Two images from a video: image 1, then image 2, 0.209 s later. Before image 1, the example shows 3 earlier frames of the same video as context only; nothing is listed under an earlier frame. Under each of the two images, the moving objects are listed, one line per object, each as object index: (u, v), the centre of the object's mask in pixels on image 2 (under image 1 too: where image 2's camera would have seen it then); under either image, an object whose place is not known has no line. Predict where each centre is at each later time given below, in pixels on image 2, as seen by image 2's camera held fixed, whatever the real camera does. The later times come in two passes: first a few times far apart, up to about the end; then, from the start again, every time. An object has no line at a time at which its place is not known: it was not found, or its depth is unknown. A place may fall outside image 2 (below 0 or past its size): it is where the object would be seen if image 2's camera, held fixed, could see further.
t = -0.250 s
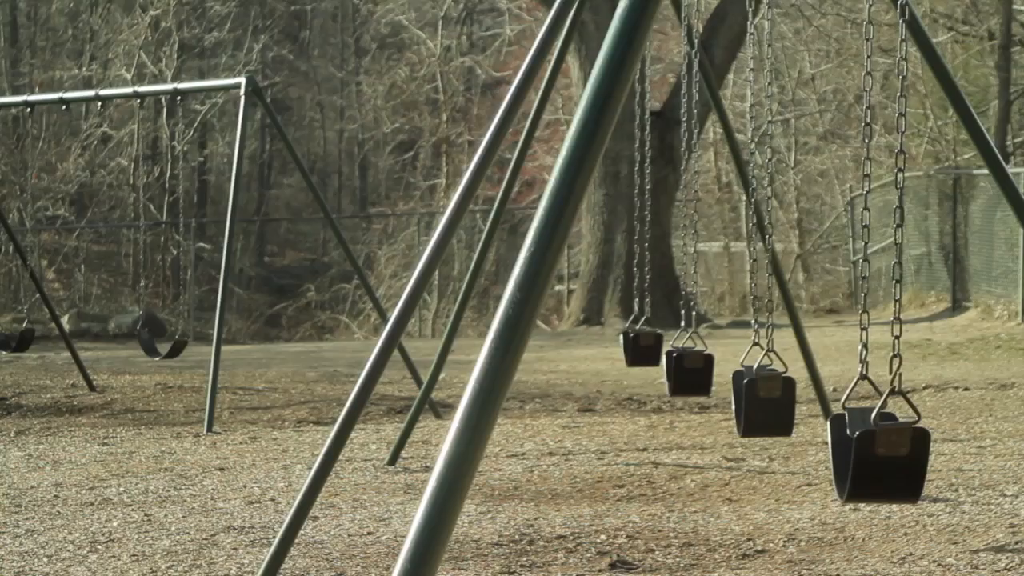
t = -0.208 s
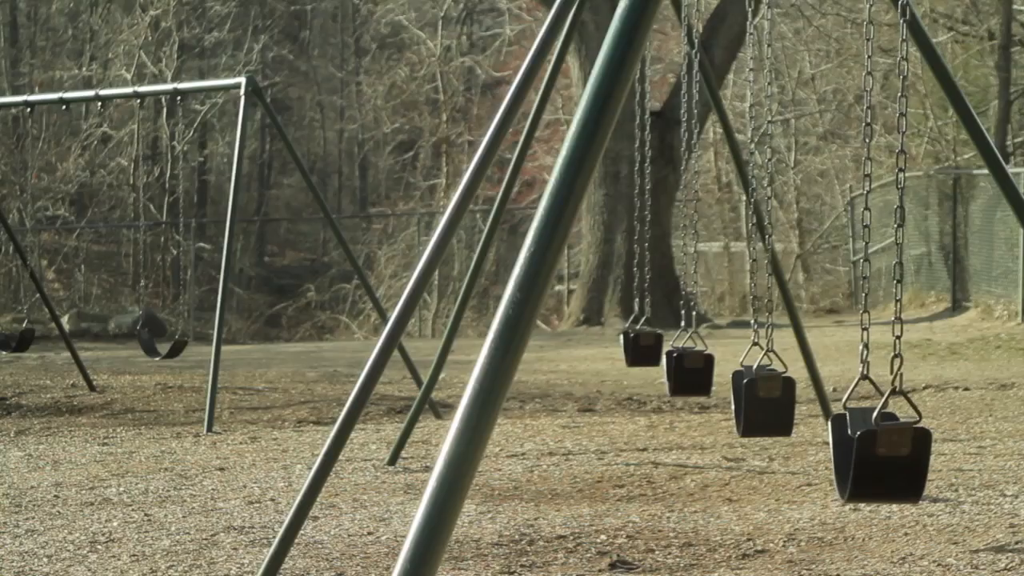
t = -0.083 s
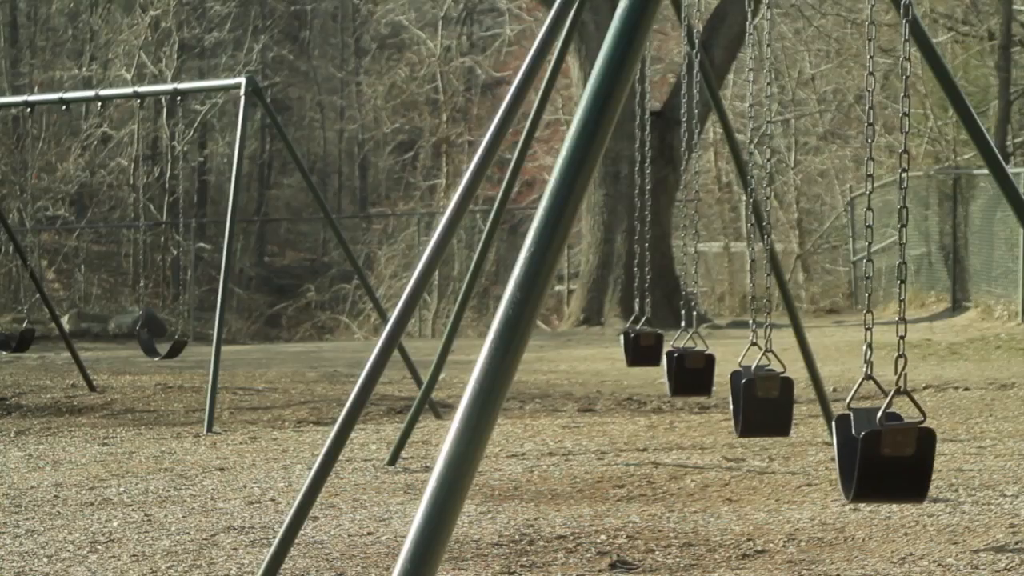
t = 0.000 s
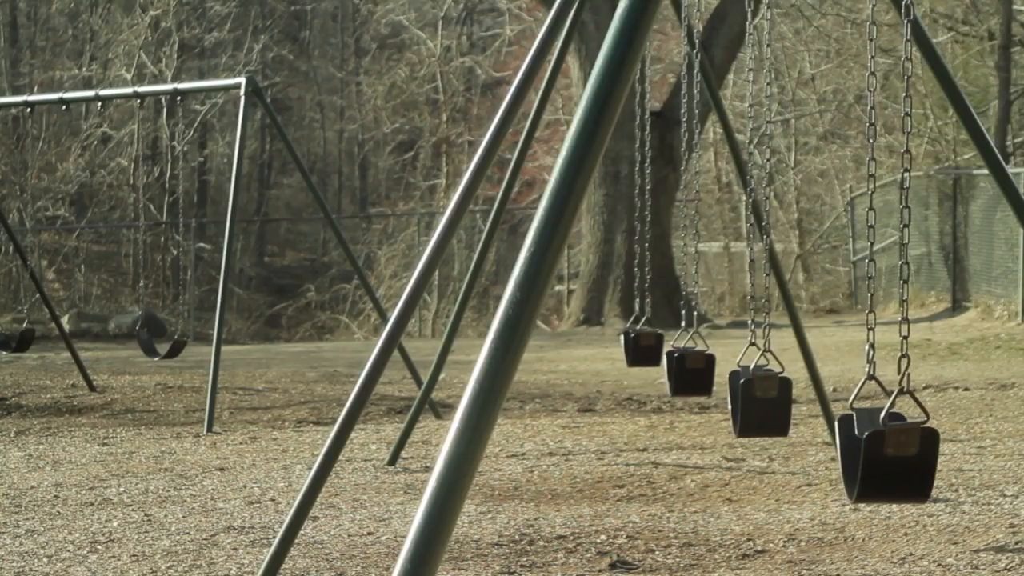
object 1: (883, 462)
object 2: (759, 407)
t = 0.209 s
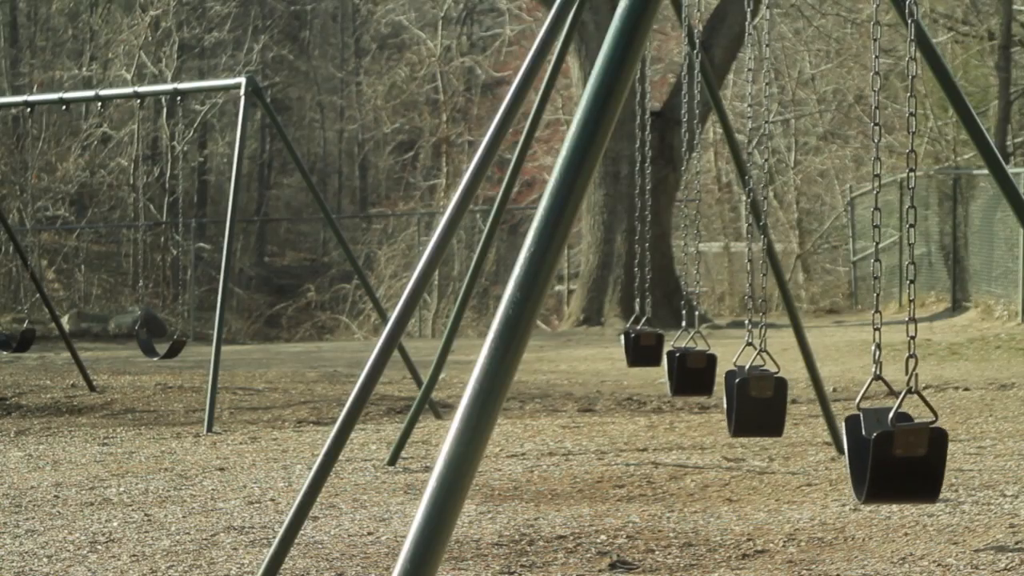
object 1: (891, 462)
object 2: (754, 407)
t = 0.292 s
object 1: (894, 462)
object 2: (752, 408)
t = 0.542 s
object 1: (900, 463)
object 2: (748, 407)
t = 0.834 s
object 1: (902, 463)
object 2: (746, 408)
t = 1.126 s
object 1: (896, 464)
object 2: (746, 408)
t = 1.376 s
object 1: (887, 464)
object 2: (751, 408)
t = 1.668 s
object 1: (877, 464)
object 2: (756, 407)
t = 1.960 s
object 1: (870, 463)
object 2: (761, 407)
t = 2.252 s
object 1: (871, 463)
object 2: (764, 407)
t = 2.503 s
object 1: (877, 463)
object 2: (762, 407)
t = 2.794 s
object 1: (887, 462)
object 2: (757, 408)
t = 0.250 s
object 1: (893, 462)
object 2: (753, 407)
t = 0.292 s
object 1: (894, 462)
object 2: (752, 408)
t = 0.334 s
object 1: (895, 462)
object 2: (751, 408)
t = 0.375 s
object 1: (897, 462)
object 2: (751, 407)
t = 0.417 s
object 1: (898, 463)
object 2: (750, 407)
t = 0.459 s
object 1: (899, 463)
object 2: (749, 407)
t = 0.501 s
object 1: (899, 463)
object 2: (749, 407)
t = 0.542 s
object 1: (900, 463)
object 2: (748, 407)
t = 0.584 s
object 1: (901, 463)
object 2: (748, 407)
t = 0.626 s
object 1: (901, 463)
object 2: (747, 407)
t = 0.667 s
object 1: (902, 463)
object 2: (747, 408)
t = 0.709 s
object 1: (902, 463)
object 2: (746, 408)
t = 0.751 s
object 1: (902, 463)
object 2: (746, 408)
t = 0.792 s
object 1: (902, 463)
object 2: (746, 408)
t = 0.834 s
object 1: (902, 463)
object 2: (746, 408)
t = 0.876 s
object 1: (901, 463)
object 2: (745, 408)
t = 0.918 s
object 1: (901, 463)
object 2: (745, 408)
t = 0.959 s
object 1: (900, 463)
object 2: (745, 408)
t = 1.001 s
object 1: (899, 463)
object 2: (745, 408)
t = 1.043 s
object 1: (898, 464)
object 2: (745, 408)
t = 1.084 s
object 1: (897, 464)
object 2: (746, 408)
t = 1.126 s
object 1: (896, 464)
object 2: (746, 408)
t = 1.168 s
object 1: (894, 464)
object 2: (747, 408)
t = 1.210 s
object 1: (893, 464)
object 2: (747, 408)
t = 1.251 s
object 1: (893, 469)
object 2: (748, 408)
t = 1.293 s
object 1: (890, 464)
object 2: (749, 407)
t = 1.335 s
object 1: (888, 464)
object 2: (750, 408)
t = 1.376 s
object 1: (887, 464)
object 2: (751, 408)
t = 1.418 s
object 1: (885, 464)
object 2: (751, 407)
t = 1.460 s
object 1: (883, 464)
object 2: (752, 407)
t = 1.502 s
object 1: (882, 464)
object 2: (753, 407)
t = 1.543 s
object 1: (880, 464)
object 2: (754, 407)
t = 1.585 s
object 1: (879, 464)
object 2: (754, 407)
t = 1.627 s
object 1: (878, 464)
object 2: (755, 407)
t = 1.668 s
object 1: (877, 464)
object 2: (756, 407)
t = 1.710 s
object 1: (875, 463)
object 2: (757, 407)
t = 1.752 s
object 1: (874, 464)
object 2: (758, 407)
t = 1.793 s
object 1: (873, 463)
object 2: (758, 407)
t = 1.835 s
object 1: (872, 463)
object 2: (759, 407)
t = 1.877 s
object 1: (871, 463)
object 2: (760, 407)
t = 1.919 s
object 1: (871, 463)
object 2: (761, 407)
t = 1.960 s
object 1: (870, 463)
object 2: (761, 407)
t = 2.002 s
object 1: (870, 463)
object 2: (762, 407)
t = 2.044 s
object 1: (870, 463)
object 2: (763, 407)
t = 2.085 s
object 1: (870, 463)
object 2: (763, 407)
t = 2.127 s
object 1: (870, 463)
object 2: (763, 407)
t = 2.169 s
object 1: (870, 463)
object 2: (764, 407)
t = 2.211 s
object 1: (870, 463)
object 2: (764, 407)
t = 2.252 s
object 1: (871, 463)
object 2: (764, 407)
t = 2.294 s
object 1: (872, 463)
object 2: (764, 407)
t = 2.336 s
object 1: (872, 463)
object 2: (764, 407)
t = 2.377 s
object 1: (873, 463)
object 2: (763, 407)
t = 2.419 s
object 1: (874, 463)
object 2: (763, 407)
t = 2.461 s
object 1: (876, 463)
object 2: (763, 407)
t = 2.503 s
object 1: (877, 463)
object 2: (762, 407)
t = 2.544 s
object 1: (878, 463)
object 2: (761, 407)
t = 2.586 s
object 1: (880, 463)
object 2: (761, 407)
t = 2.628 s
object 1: (881, 462)
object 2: (760, 407)
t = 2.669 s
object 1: (882, 463)
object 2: (760, 408)
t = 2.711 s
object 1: (884, 462)
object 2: (759, 408)
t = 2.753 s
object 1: (885, 463)
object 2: (758, 408)
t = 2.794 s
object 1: (887, 462)
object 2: (757, 408)
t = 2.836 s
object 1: (889, 463)
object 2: (757, 408)
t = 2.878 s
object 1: (890, 463)
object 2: (756, 408)
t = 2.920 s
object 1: (892, 463)
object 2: (755, 408)
